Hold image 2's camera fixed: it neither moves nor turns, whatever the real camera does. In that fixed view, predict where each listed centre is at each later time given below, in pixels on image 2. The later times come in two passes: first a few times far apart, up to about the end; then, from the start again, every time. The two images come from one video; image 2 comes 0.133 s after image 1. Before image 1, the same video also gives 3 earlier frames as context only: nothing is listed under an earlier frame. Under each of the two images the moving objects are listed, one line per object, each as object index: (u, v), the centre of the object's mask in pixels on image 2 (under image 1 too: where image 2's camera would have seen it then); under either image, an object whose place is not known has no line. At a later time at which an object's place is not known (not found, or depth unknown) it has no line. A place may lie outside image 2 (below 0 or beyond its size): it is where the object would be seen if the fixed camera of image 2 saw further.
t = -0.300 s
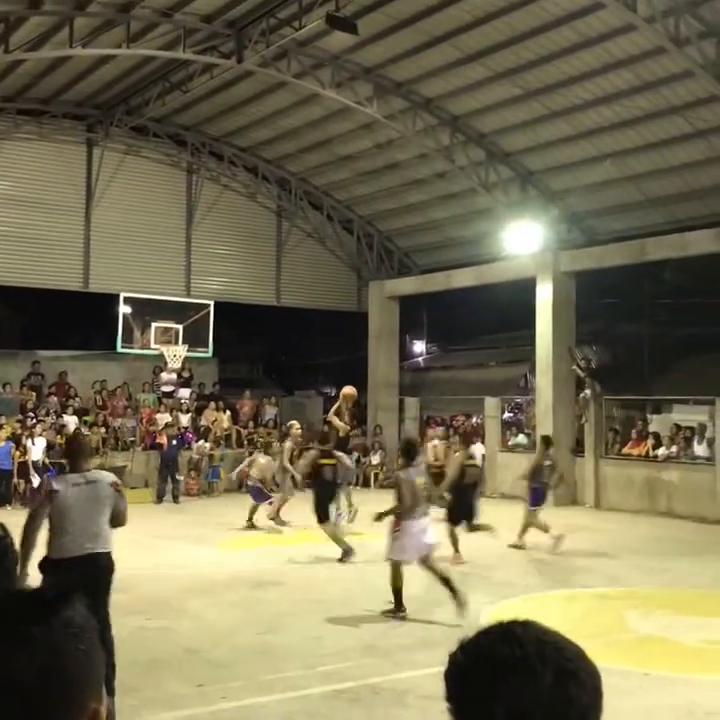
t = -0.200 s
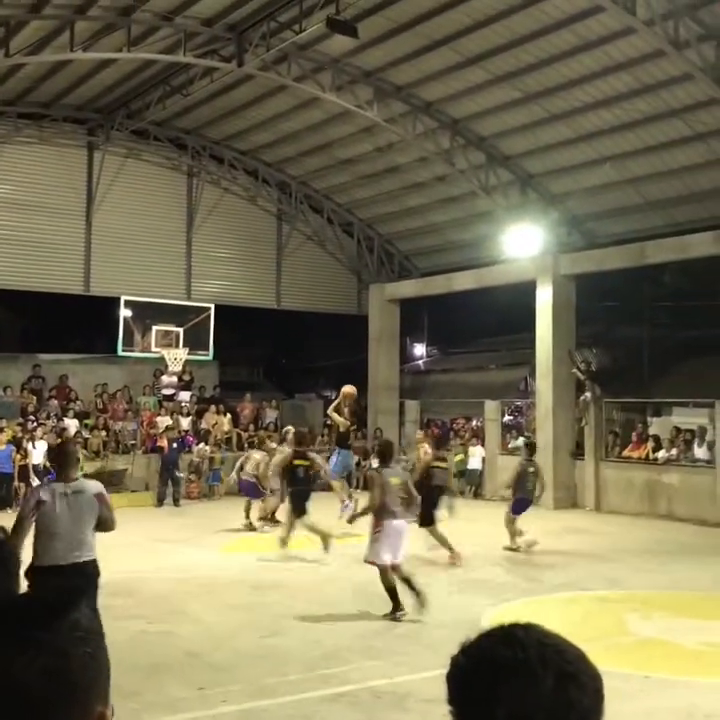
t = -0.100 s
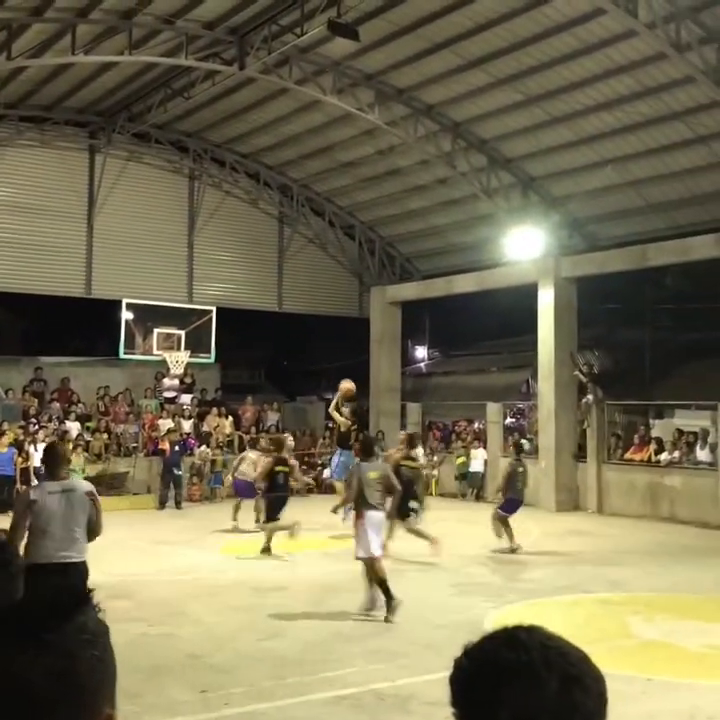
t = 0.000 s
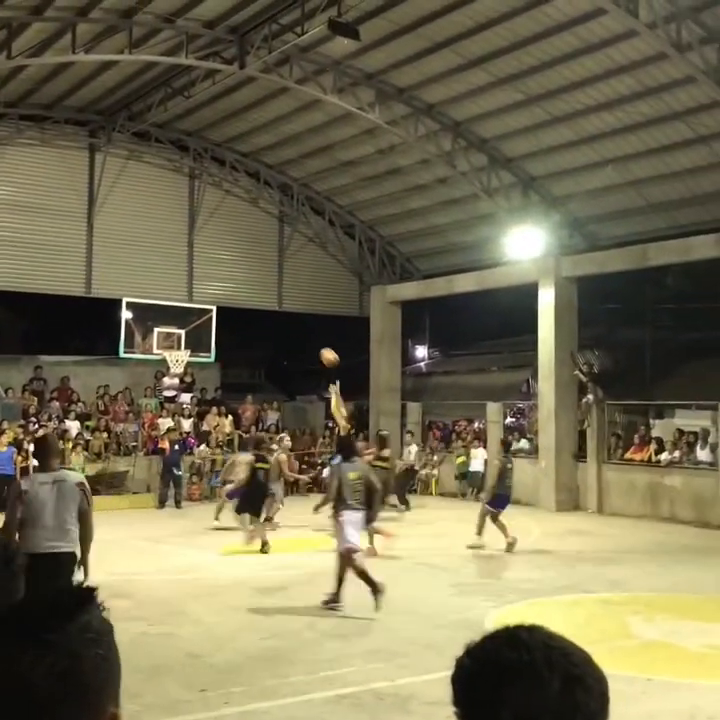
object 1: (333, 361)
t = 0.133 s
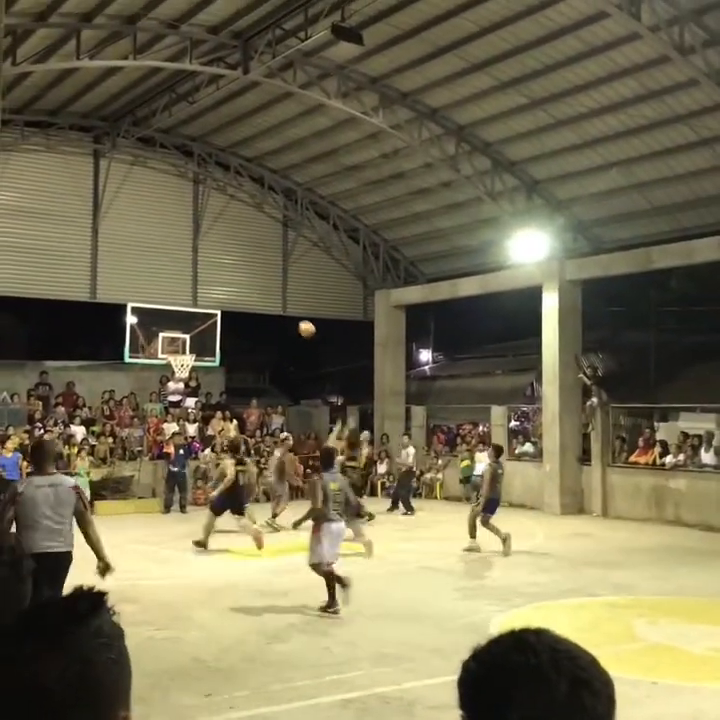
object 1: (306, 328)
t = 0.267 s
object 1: (282, 308)
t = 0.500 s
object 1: (241, 299)
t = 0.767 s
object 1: (197, 326)
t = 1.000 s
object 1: (179, 330)
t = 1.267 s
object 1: (181, 309)
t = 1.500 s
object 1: (181, 320)
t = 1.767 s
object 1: (181, 376)
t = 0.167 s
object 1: (300, 323)
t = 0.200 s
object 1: (294, 317)
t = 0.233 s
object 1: (287, 312)
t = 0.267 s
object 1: (282, 308)
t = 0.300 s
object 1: (276, 305)
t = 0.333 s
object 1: (268, 300)
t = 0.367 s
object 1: (263, 300)
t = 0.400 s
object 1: (257, 299)
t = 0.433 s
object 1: (252, 299)
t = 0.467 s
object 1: (246, 298)
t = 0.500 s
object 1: (241, 299)
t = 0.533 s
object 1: (235, 300)
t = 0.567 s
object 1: (229, 302)
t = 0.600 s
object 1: (224, 304)
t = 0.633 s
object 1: (219, 308)
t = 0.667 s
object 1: (213, 312)
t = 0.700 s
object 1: (208, 316)
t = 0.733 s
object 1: (202, 321)
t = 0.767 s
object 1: (197, 326)
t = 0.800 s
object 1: (193, 331)
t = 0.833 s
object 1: (188, 338)
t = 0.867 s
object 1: (180, 345)
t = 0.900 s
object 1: (178, 348)
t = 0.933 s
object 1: (179, 343)
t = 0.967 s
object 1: (179, 340)
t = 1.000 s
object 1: (179, 330)
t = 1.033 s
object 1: (180, 326)
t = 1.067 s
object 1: (179, 323)
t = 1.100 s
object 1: (180, 319)
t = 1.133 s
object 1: (180, 315)
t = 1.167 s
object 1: (180, 314)
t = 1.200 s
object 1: (180, 311)
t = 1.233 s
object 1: (181, 310)
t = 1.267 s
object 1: (181, 309)
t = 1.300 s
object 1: (181, 309)
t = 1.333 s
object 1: (181, 309)
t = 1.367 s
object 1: (181, 309)
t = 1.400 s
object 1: (181, 311)
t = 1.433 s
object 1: (181, 314)
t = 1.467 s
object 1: (181, 317)
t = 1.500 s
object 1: (181, 320)
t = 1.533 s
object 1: (181, 324)
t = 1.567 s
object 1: (181, 328)
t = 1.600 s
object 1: (181, 333)
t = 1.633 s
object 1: (180, 342)
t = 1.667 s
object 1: (179, 347)
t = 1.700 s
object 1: (180, 354)
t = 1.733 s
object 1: (182, 364)
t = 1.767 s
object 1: (181, 376)
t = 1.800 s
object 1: (182, 385)
